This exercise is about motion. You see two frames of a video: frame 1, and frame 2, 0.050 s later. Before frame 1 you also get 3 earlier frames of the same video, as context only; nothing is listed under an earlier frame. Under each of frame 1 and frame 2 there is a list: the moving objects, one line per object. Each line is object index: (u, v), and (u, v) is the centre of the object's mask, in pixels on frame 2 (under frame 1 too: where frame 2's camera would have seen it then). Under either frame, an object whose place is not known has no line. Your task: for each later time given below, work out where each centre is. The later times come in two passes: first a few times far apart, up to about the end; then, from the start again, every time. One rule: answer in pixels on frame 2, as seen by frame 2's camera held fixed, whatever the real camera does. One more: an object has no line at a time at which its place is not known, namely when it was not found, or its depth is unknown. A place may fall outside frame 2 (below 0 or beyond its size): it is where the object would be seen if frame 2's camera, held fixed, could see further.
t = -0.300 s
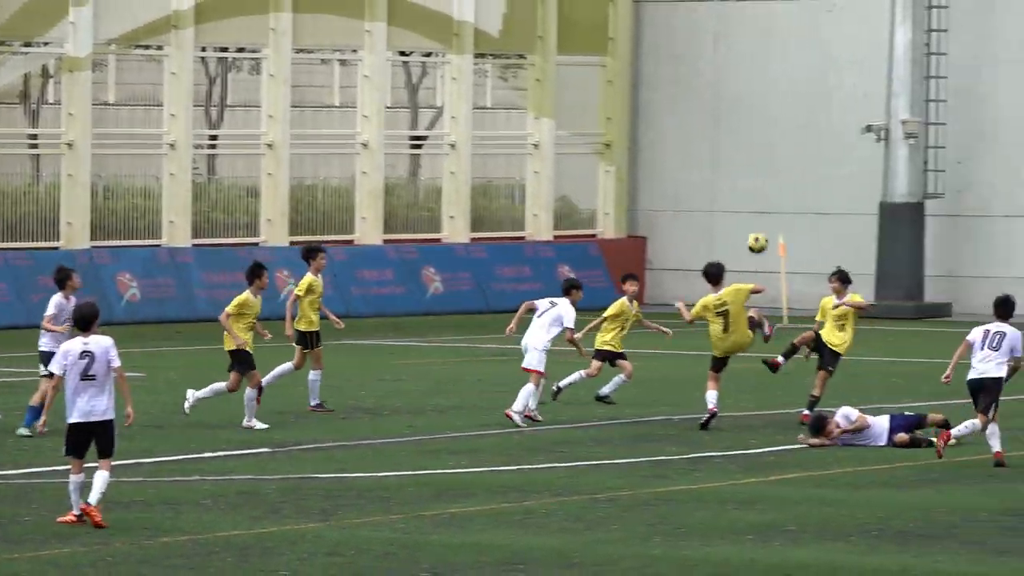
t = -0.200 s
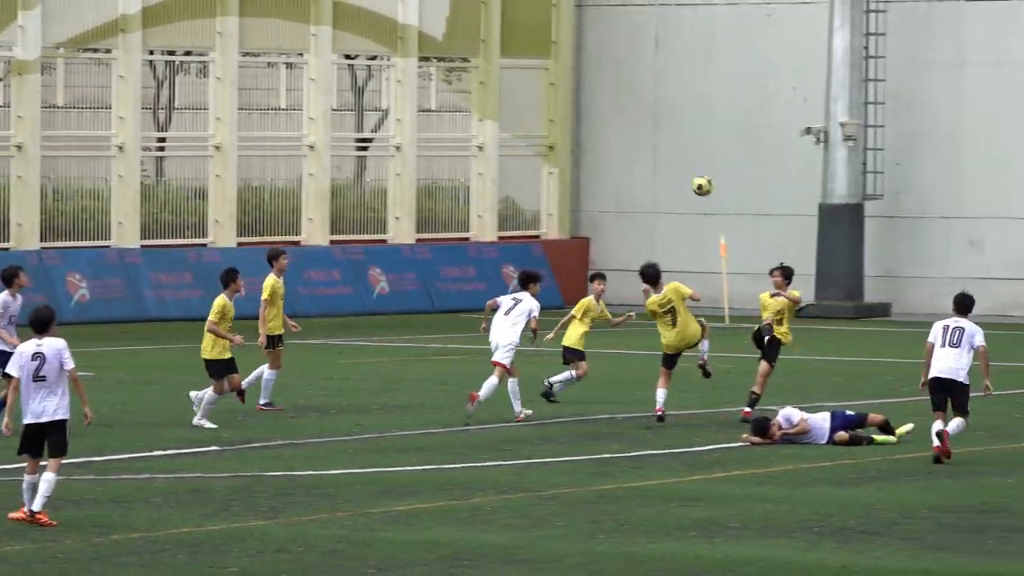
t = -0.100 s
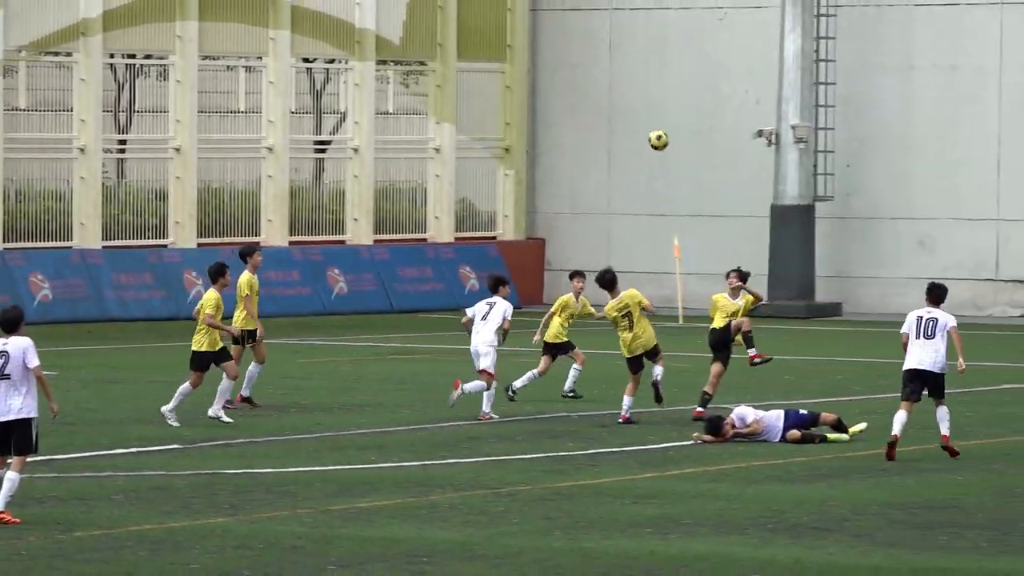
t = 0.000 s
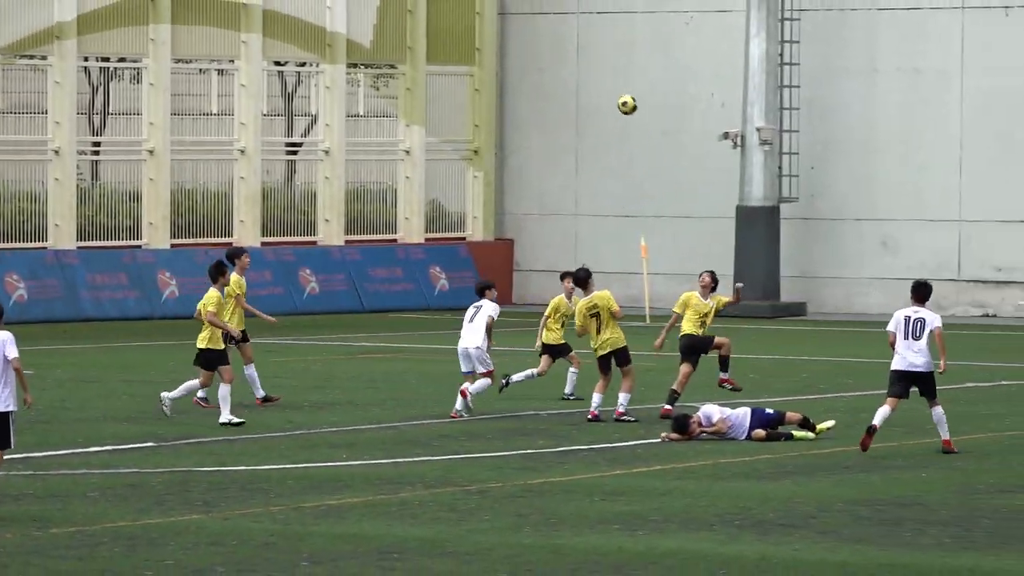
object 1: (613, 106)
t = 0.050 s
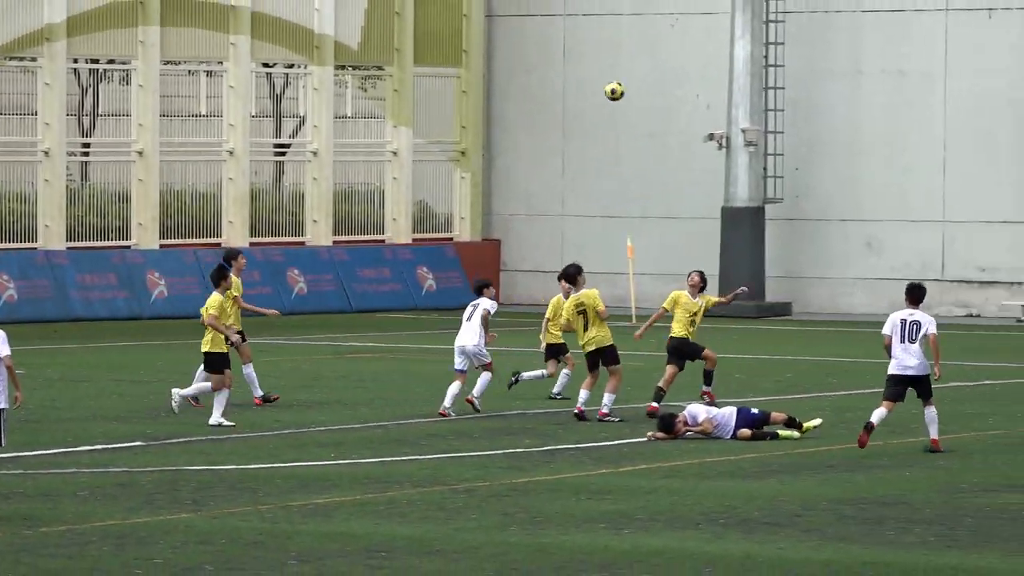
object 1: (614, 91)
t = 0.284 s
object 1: (615, 51)
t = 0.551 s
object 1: (617, 64)
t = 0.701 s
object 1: (618, 98)
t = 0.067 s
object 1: (615, 87)
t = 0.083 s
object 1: (614, 83)
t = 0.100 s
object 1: (614, 79)
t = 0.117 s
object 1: (615, 75)
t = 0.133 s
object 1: (615, 72)
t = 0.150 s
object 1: (615, 68)
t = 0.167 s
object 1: (615, 66)
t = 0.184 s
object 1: (615, 63)
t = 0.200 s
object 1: (614, 60)
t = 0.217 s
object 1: (614, 58)
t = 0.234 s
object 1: (614, 56)
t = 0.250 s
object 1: (614, 53)
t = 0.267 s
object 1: (615, 52)
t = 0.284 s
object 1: (615, 51)
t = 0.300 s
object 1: (615, 50)
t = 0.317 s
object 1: (615, 49)
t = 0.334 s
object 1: (615, 48)
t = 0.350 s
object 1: (615, 48)
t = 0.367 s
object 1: (615, 48)
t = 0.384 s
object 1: (615, 48)
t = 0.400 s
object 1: (616, 49)
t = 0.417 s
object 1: (616, 49)
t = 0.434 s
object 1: (616, 50)
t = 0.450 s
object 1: (616, 51)
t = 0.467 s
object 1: (616, 53)
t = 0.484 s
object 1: (617, 54)
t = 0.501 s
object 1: (617, 57)
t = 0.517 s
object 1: (616, 59)
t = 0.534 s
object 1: (617, 61)
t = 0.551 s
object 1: (617, 64)
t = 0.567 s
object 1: (617, 66)
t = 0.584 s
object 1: (617, 70)
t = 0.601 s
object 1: (617, 73)
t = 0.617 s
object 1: (617, 77)
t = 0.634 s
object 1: (617, 80)
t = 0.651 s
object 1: (618, 84)
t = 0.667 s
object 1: (618, 89)
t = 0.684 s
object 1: (618, 93)
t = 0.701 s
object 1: (618, 98)
